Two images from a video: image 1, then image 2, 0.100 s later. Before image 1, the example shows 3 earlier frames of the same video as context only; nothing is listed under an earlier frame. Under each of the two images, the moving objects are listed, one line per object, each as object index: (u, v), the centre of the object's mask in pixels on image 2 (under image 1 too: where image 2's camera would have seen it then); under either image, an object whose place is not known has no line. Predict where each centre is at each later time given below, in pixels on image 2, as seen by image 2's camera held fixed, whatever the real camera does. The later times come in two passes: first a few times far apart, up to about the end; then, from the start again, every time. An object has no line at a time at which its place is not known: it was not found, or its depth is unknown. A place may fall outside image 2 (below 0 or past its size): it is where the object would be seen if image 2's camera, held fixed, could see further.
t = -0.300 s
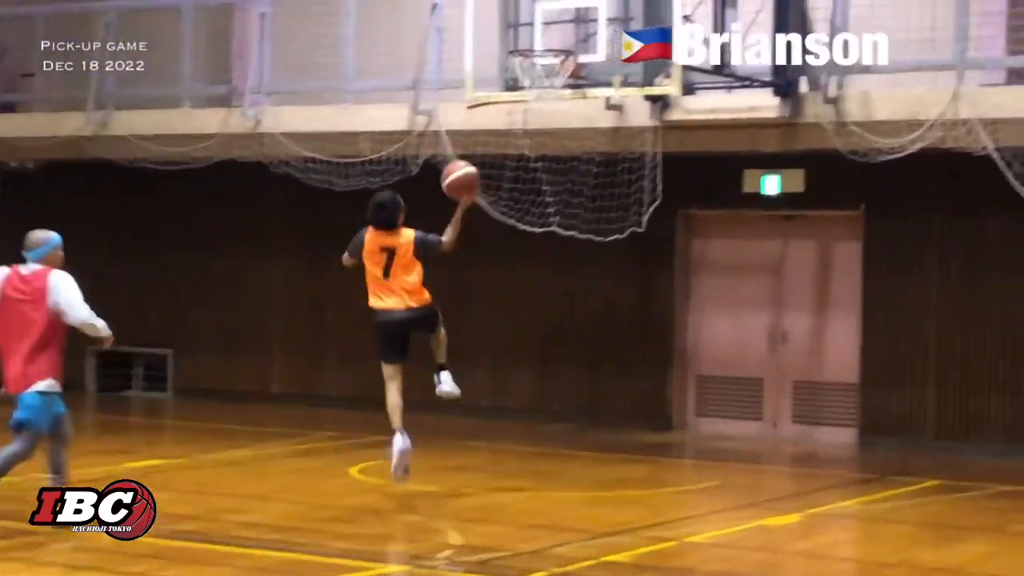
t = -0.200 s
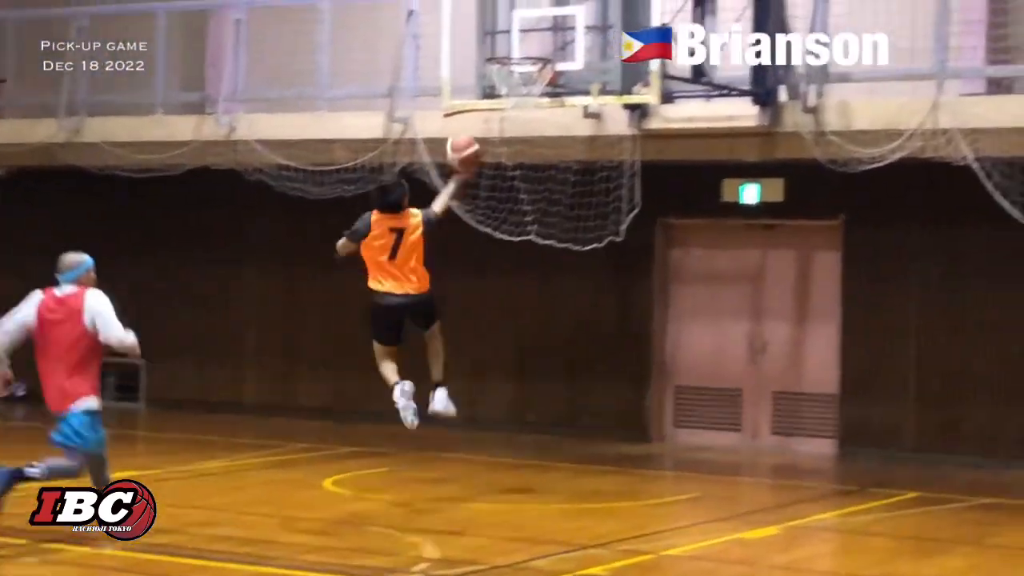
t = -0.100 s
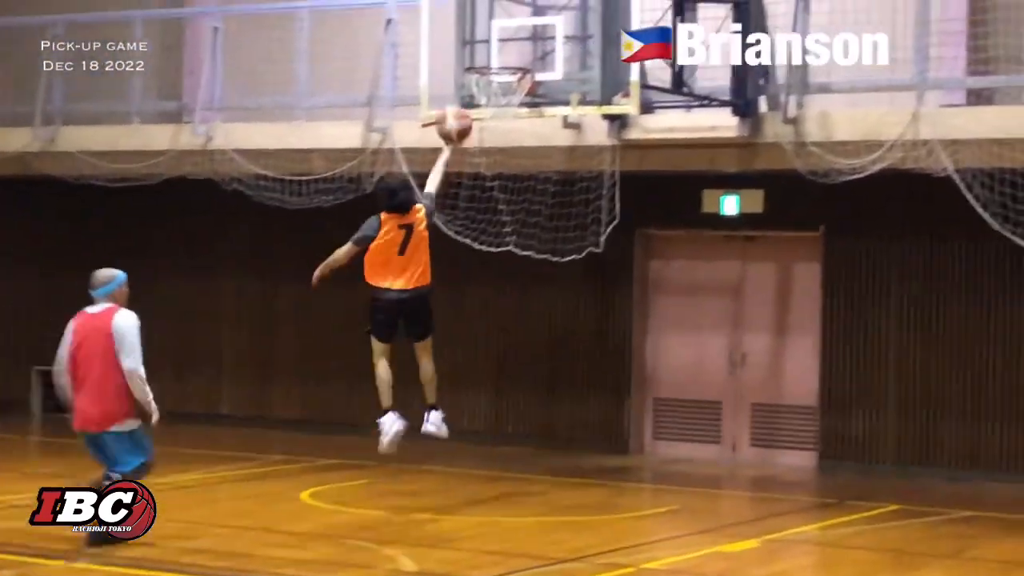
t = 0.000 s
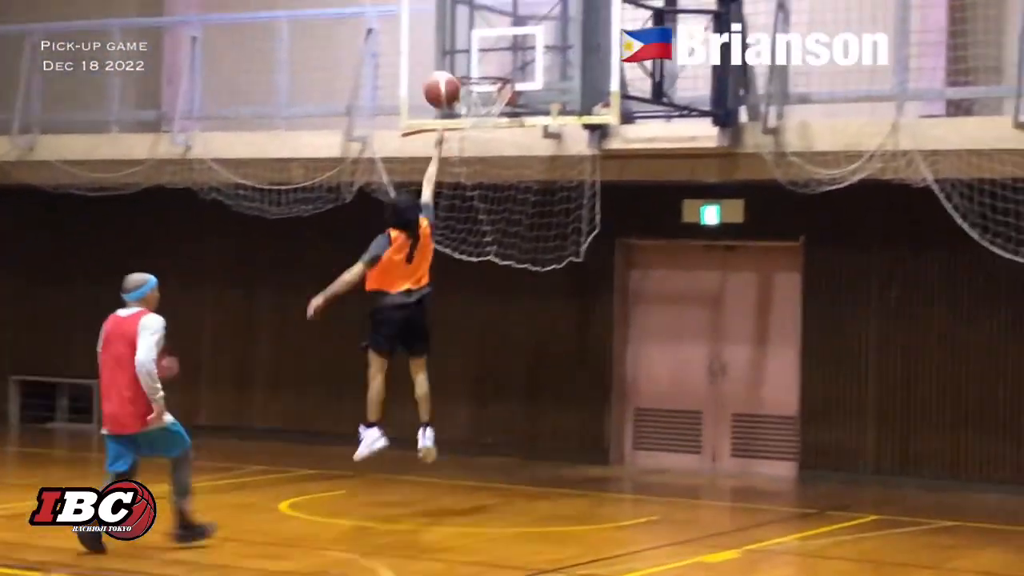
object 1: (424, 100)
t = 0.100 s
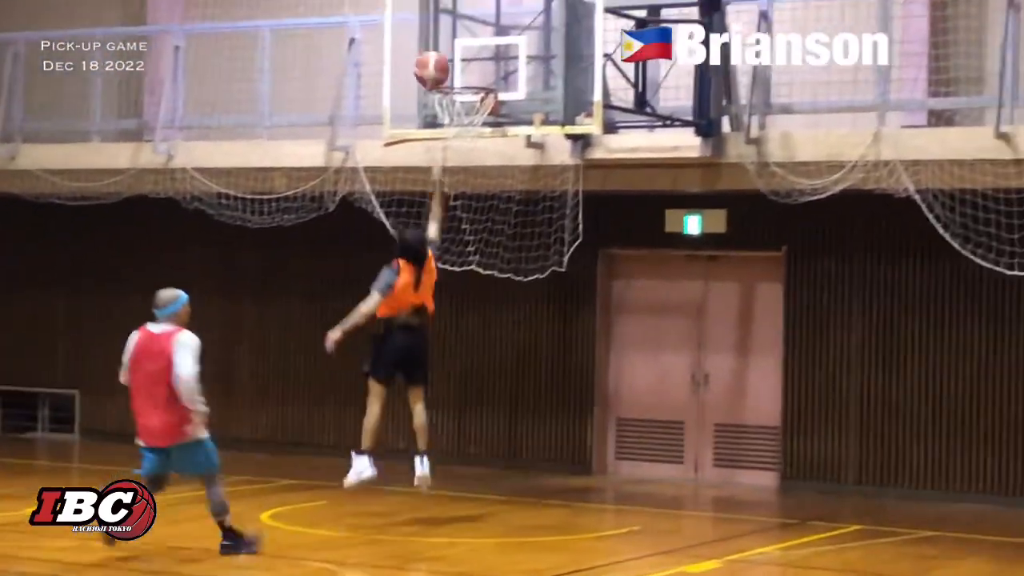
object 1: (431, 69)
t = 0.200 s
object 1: (438, 54)
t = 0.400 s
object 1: (450, 65)
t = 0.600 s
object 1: (452, 56)
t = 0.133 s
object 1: (434, 63)
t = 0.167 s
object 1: (435, 58)
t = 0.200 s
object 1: (438, 54)
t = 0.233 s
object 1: (440, 51)
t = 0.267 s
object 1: (443, 51)
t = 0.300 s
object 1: (444, 53)
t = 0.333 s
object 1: (447, 55)
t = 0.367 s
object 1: (449, 60)
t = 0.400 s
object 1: (450, 65)
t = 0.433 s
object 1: (452, 69)
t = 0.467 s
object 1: (452, 63)
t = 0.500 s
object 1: (452, 59)
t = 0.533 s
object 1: (452, 56)
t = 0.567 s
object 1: (451, 56)
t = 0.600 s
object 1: (452, 56)
